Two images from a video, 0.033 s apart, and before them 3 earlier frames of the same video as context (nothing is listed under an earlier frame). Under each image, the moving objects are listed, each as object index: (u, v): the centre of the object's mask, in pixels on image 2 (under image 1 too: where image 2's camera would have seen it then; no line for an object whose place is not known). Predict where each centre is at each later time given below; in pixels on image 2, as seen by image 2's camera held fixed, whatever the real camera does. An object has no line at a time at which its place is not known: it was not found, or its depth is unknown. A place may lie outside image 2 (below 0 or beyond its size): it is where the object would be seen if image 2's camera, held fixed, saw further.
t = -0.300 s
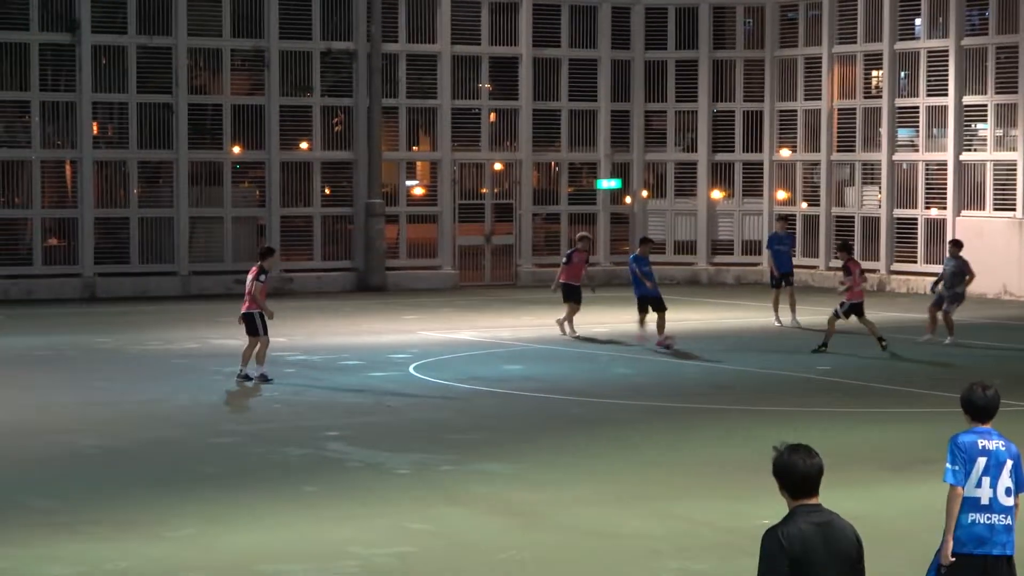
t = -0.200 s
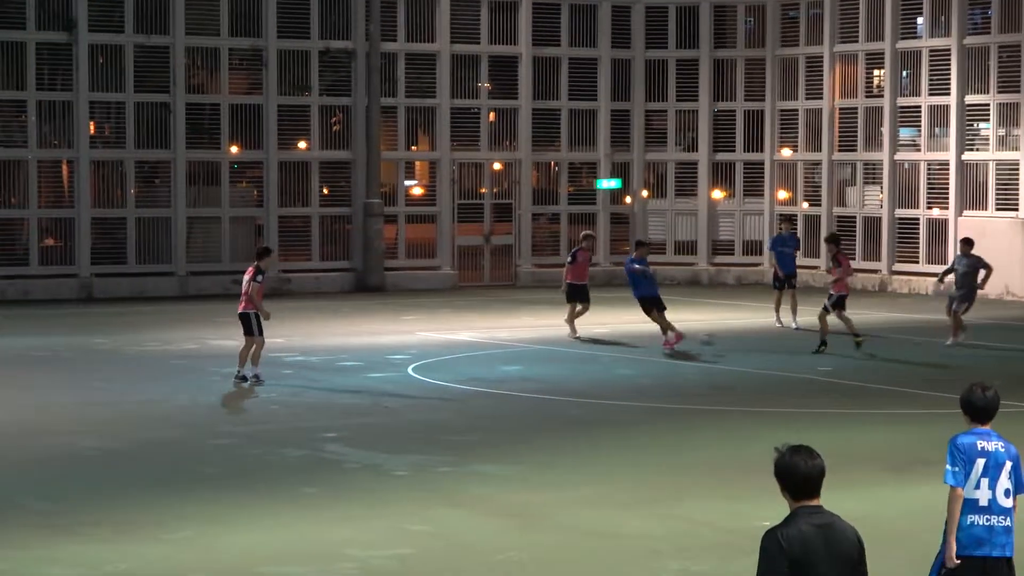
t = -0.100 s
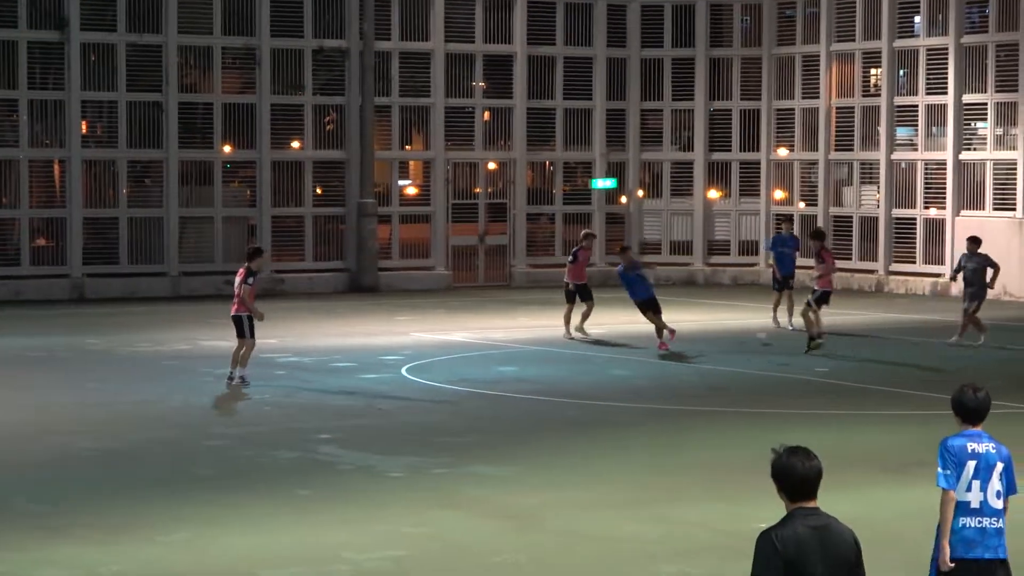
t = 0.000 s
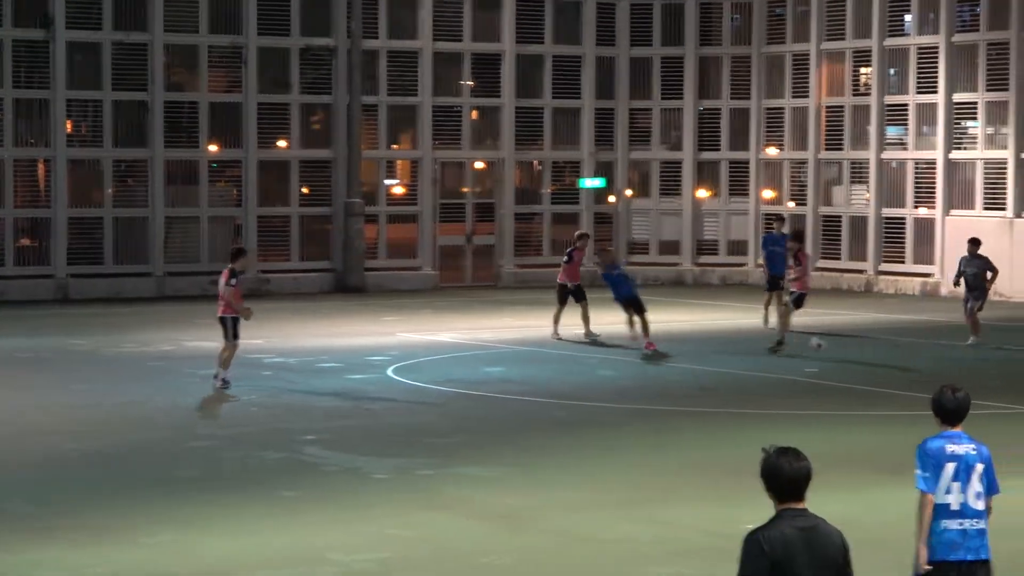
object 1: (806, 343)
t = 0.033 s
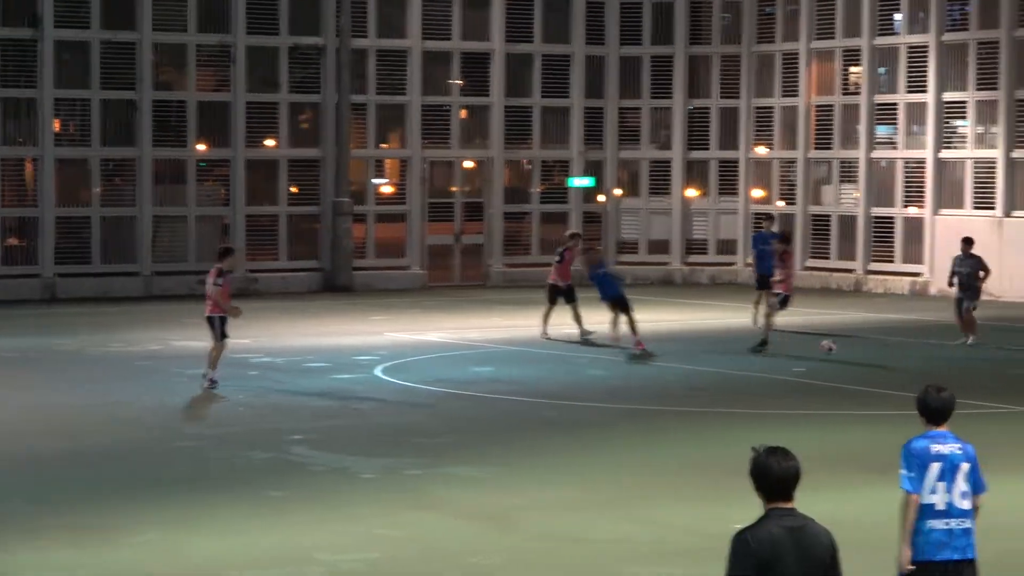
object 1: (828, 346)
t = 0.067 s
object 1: (851, 350)
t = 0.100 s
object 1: (873, 354)
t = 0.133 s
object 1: (896, 360)
